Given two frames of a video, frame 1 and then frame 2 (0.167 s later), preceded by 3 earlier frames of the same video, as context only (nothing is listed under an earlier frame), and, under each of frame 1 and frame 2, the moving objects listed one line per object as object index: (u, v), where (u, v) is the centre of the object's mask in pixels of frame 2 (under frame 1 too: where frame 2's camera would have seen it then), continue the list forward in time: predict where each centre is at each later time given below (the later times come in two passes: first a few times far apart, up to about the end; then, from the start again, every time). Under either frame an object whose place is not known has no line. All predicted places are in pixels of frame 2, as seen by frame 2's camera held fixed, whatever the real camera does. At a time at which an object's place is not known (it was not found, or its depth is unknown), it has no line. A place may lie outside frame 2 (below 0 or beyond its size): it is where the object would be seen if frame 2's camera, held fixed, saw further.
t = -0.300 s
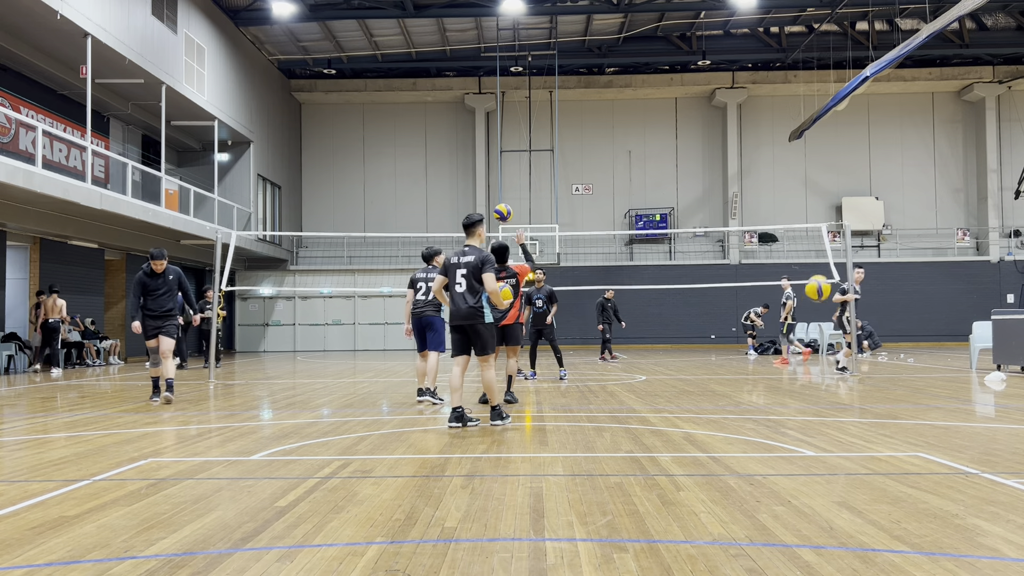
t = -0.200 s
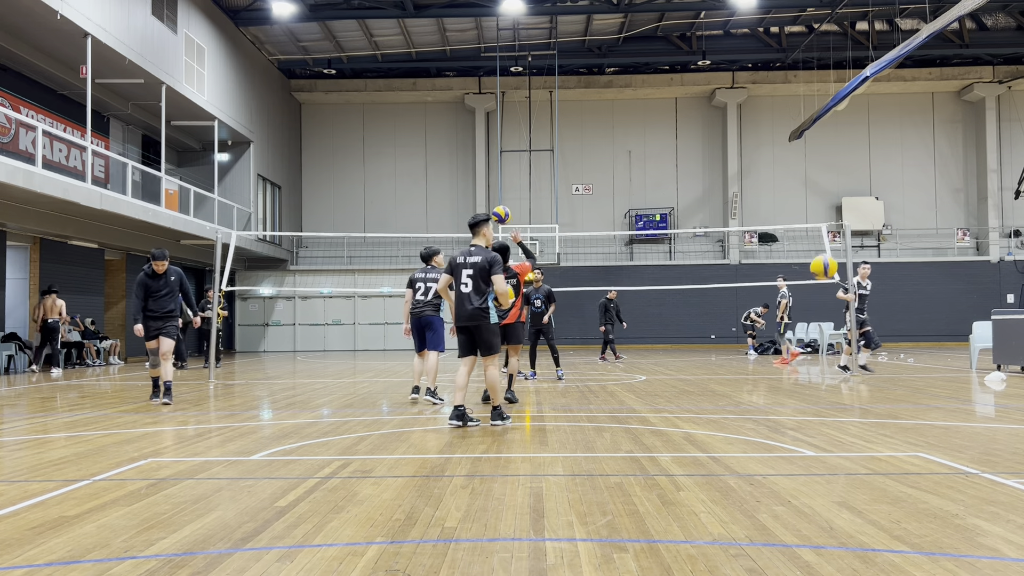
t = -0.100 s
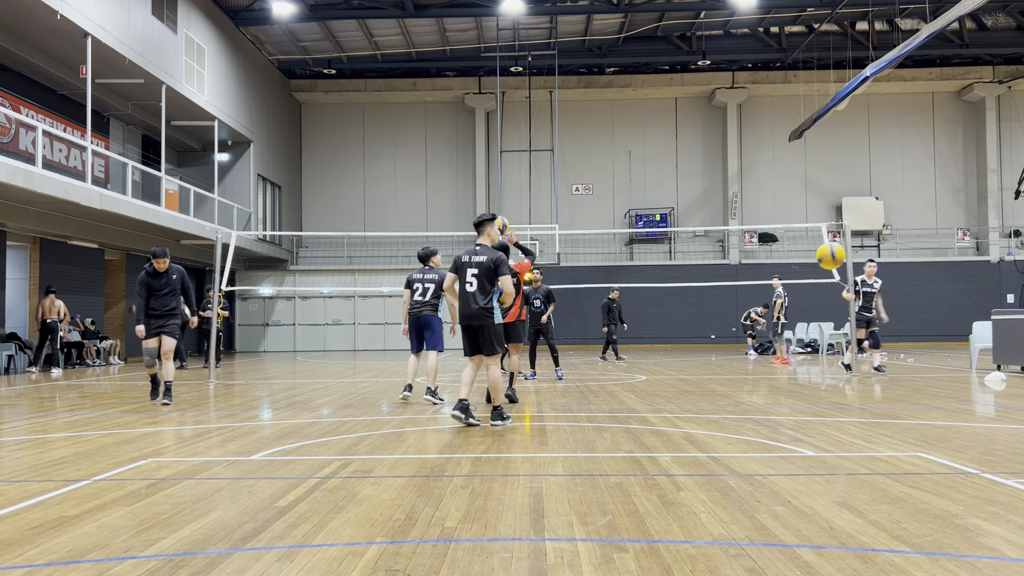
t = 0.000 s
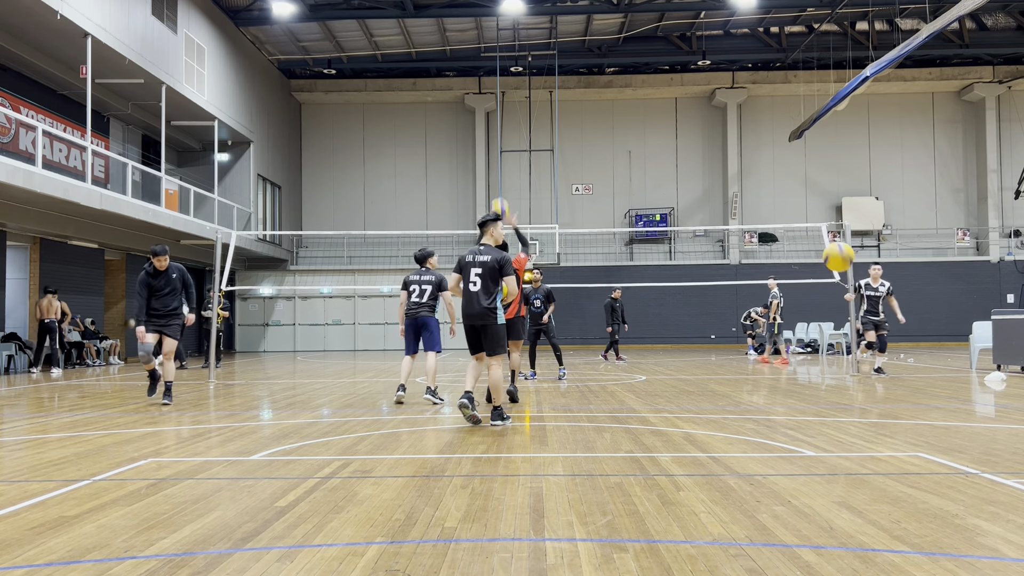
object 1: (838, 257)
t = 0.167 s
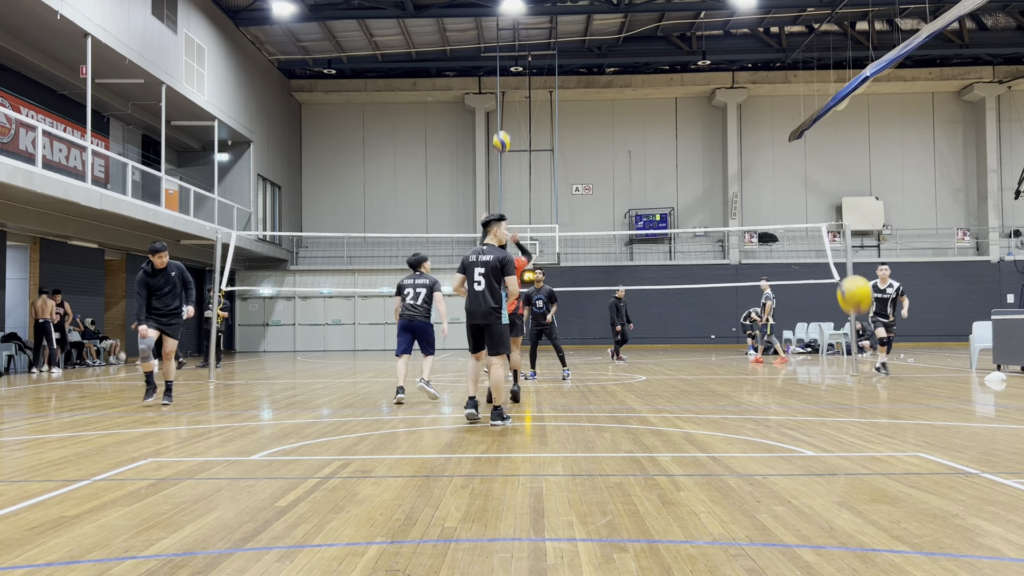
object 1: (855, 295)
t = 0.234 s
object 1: (864, 325)
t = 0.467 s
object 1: (903, 433)
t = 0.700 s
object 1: (966, 330)
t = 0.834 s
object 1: (1006, 323)
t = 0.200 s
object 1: (859, 309)
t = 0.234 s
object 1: (864, 325)
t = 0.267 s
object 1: (868, 345)
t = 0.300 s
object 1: (874, 369)
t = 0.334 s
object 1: (879, 397)
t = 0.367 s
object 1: (884, 428)
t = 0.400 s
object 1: (891, 467)
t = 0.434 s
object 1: (897, 453)
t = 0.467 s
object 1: (903, 433)
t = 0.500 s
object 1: (910, 415)
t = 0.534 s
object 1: (917, 397)
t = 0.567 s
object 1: (925, 380)
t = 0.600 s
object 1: (933, 365)
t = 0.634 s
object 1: (943, 352)
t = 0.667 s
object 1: (954, 340)
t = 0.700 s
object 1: (966, 330)
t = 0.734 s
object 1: (979, 325)
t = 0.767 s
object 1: (990, 321)
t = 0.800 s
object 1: (998, 321)
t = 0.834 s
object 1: (1006, 323)
